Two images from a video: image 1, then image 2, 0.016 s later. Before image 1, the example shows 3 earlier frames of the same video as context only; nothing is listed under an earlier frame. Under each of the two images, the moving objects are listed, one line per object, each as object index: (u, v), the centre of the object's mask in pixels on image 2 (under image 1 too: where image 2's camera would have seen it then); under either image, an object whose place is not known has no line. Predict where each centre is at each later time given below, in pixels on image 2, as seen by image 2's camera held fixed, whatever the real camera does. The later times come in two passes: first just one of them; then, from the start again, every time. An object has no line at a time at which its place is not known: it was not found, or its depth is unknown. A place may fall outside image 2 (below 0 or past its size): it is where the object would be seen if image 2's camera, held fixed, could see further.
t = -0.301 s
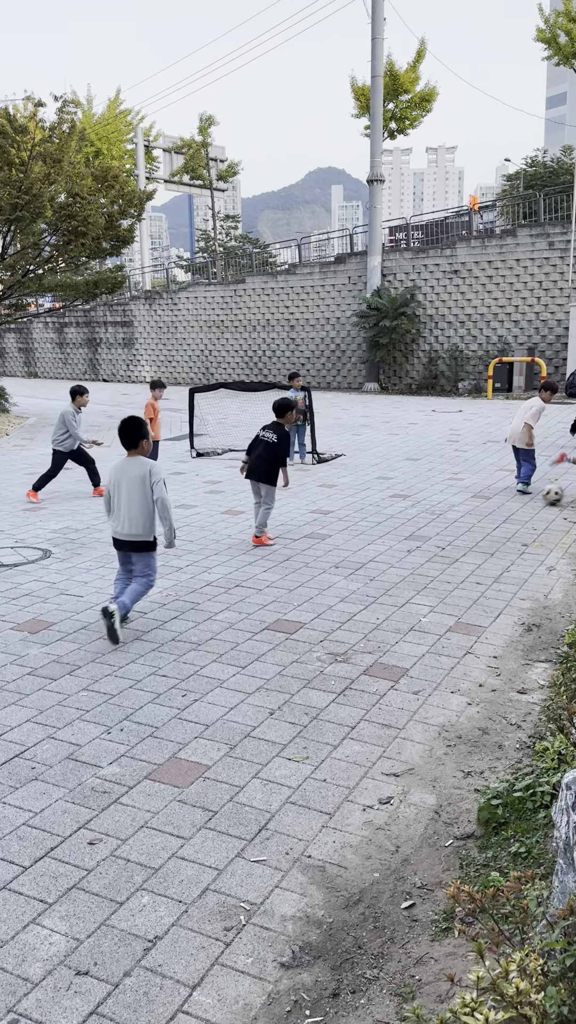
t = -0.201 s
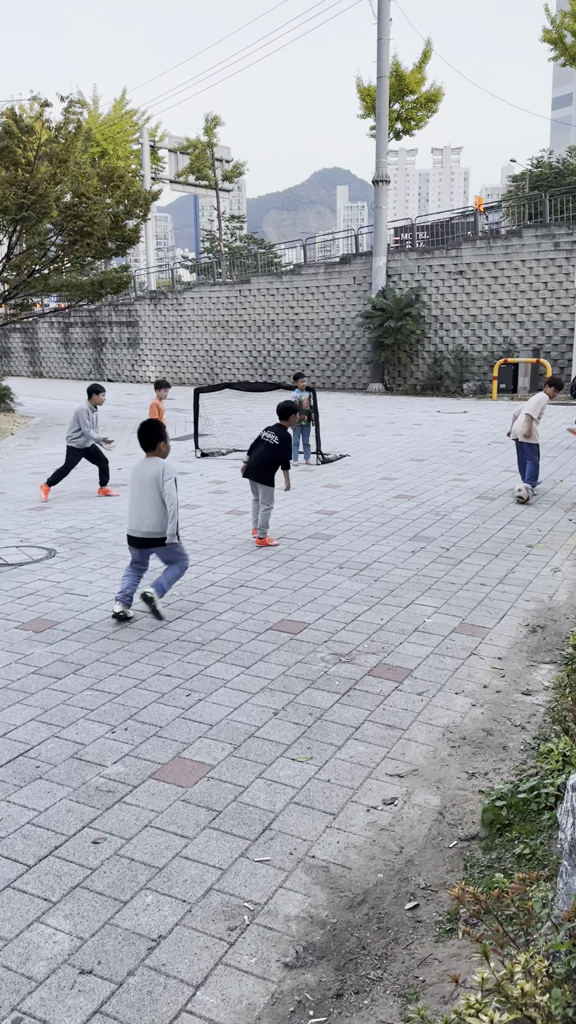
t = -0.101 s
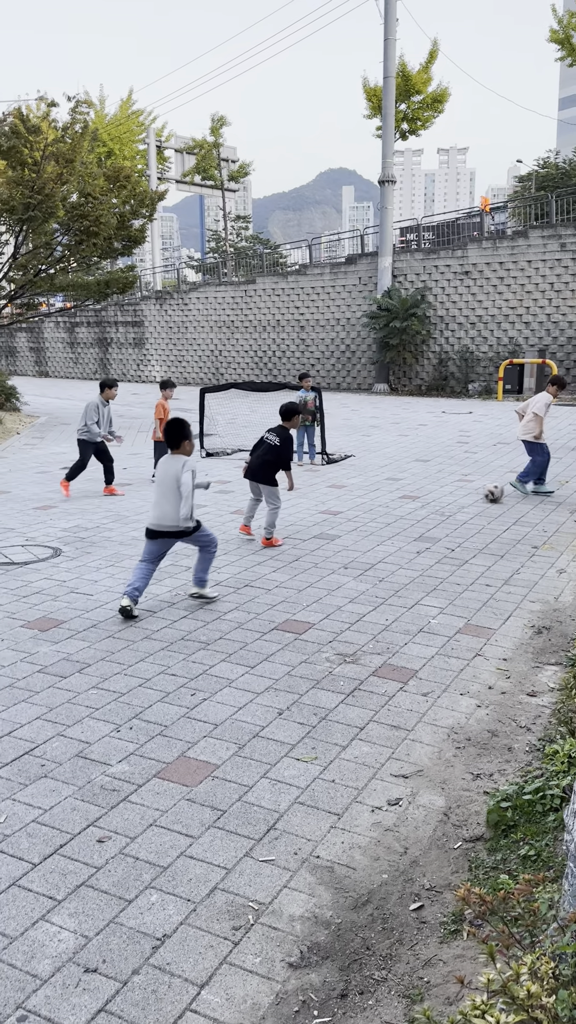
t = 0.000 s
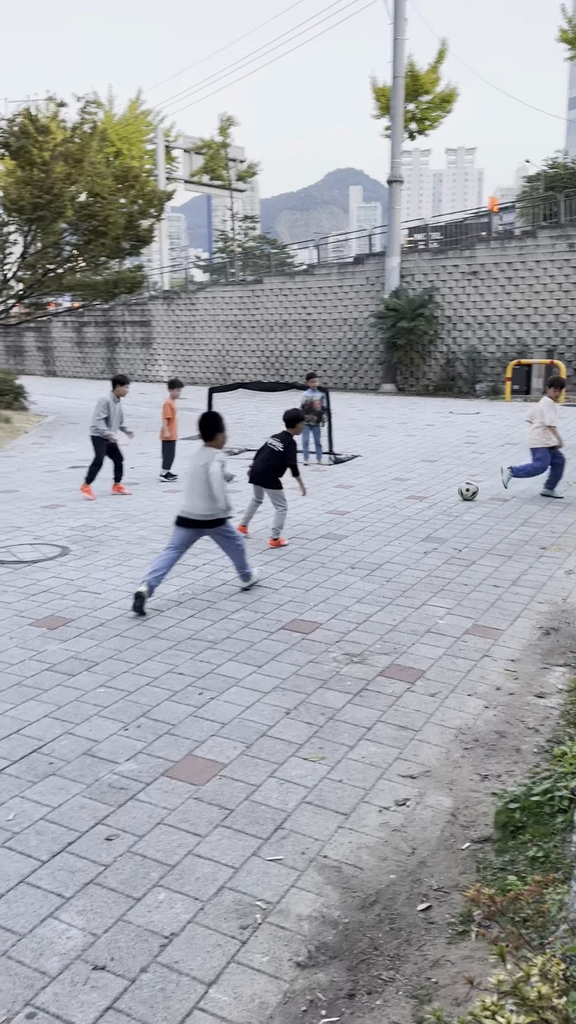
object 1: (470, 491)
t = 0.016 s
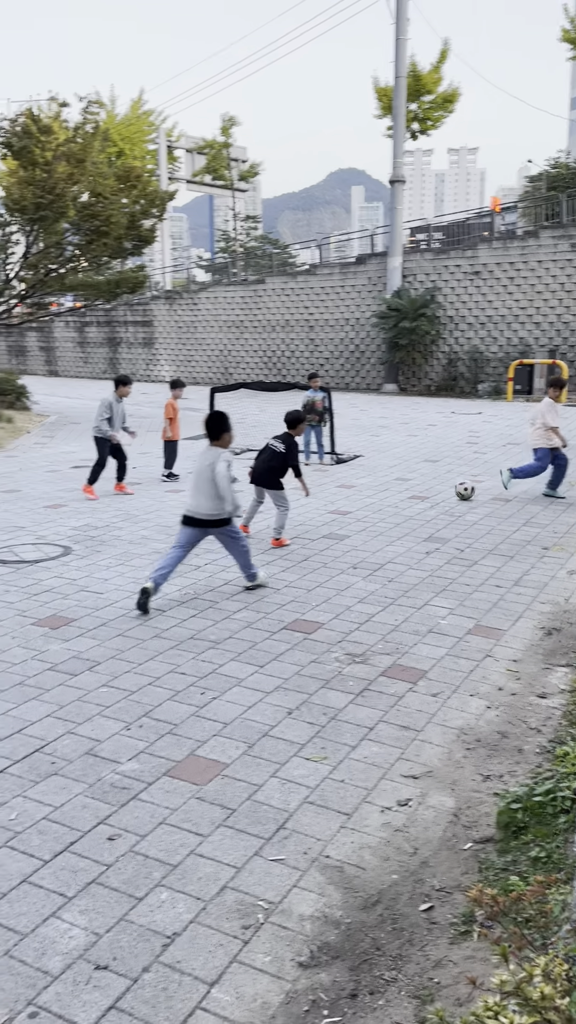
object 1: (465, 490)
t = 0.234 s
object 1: (398, 487)
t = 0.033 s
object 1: (460, 490)
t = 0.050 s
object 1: (454, 490)
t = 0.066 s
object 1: (449, 490)
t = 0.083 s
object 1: (444, 489)
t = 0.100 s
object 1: (438, 489)
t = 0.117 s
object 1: (433, 488)
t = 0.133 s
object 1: (428, 488)
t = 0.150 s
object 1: (422, 488)
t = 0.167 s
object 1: (417, 488)
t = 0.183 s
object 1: (413, 488)
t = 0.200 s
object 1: (407, 487)
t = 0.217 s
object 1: (402, 487)
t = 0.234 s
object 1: (398, 487)
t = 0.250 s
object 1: (393, 487)
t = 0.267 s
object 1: (387, 486)
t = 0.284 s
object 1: (382, 486)
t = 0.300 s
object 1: (378, 486)
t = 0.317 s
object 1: (373, 486)
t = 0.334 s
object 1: (368, 486)
